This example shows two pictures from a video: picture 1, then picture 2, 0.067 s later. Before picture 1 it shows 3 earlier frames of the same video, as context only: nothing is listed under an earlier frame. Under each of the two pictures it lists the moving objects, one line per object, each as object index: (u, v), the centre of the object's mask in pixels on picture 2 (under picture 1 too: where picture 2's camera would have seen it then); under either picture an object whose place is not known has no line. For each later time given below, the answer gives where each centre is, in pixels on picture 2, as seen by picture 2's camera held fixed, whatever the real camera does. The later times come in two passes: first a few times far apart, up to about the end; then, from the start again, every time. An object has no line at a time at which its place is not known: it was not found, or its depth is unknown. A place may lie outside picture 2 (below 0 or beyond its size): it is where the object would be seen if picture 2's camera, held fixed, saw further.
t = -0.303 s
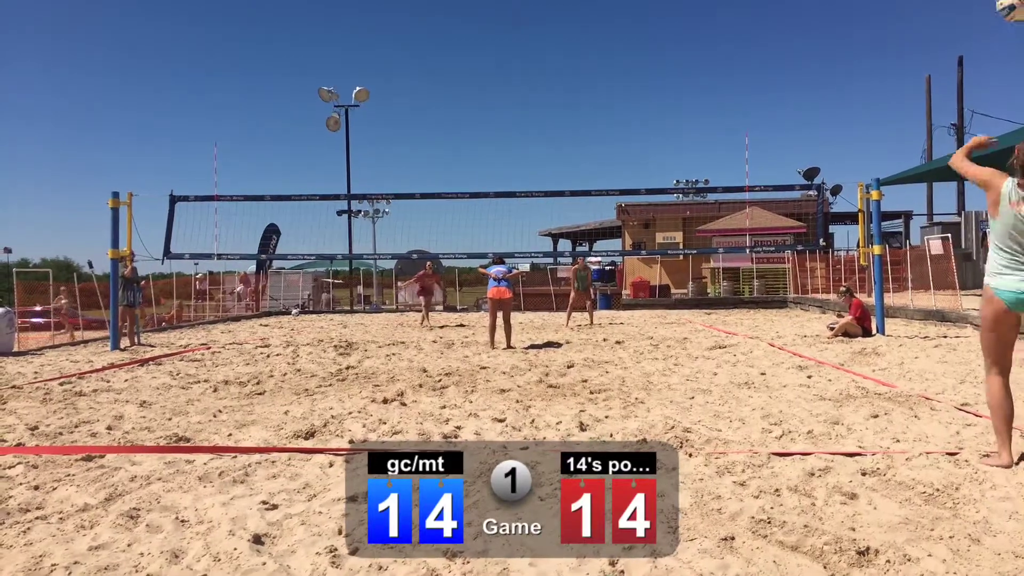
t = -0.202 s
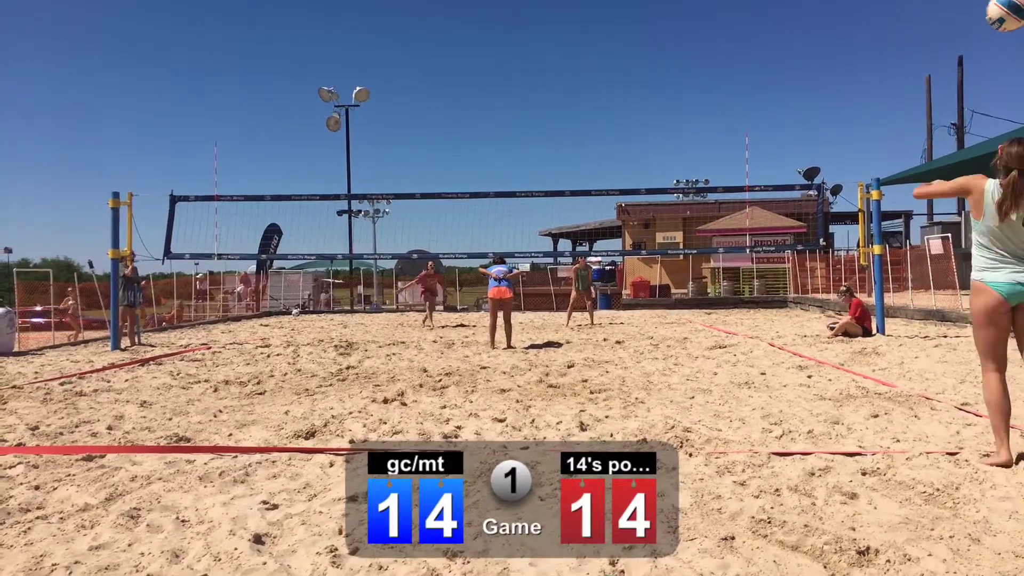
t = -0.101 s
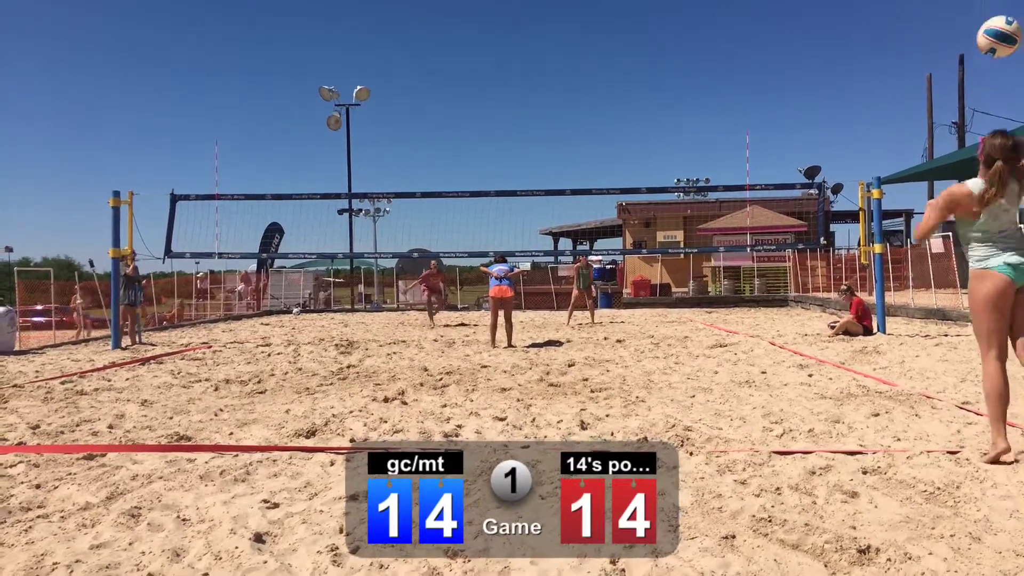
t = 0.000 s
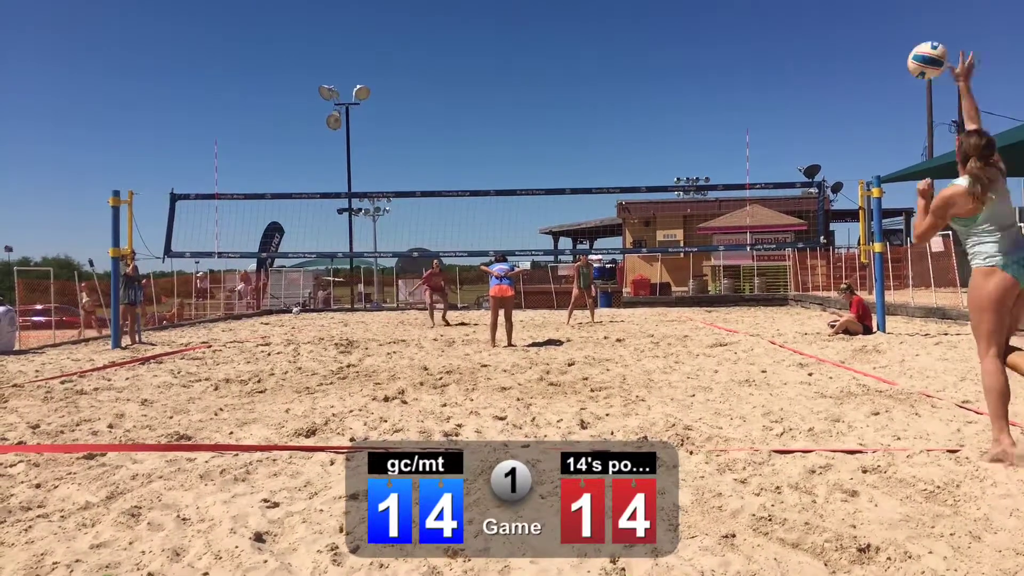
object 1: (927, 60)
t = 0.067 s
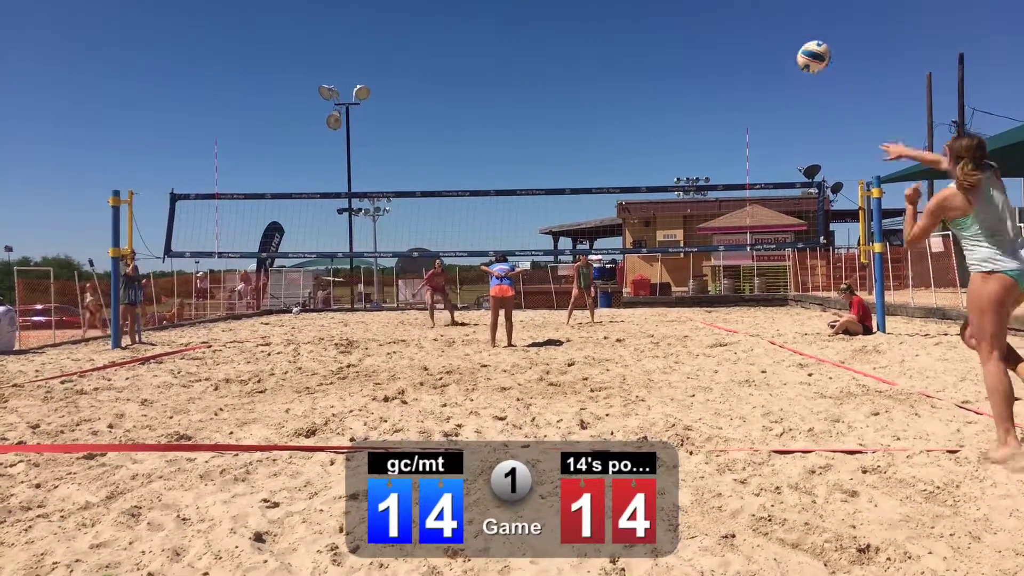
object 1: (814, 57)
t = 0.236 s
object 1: (650, 65)
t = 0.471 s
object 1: (541, 103)
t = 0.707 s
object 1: (489, 154)
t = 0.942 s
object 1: (457, 226)
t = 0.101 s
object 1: (770, 57)
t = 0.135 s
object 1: (733, 58)
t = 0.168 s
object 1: (701, 60)
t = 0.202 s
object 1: (674, 62)
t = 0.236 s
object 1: (650, 65)
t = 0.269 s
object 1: (629, 69)
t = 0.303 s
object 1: (610, 75)
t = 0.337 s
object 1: (593, 80)
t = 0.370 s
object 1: (577, 86)
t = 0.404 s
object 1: (564, 91)
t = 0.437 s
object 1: (552, 97)
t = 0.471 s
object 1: (541, 103)
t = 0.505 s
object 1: (531, 109)
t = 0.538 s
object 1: (523, 116)
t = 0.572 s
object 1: (514, 123)
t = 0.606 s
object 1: (507, 130)
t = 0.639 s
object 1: (501, 138)
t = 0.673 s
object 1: (495, 145)
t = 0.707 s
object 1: (489, 154)
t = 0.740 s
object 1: (484, 161)
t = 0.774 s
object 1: (480, 170)
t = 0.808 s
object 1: (471, 187)
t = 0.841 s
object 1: (467, 200)
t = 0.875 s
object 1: (464, 207)
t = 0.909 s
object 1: (460, 217)
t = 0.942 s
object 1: (457, 226)
